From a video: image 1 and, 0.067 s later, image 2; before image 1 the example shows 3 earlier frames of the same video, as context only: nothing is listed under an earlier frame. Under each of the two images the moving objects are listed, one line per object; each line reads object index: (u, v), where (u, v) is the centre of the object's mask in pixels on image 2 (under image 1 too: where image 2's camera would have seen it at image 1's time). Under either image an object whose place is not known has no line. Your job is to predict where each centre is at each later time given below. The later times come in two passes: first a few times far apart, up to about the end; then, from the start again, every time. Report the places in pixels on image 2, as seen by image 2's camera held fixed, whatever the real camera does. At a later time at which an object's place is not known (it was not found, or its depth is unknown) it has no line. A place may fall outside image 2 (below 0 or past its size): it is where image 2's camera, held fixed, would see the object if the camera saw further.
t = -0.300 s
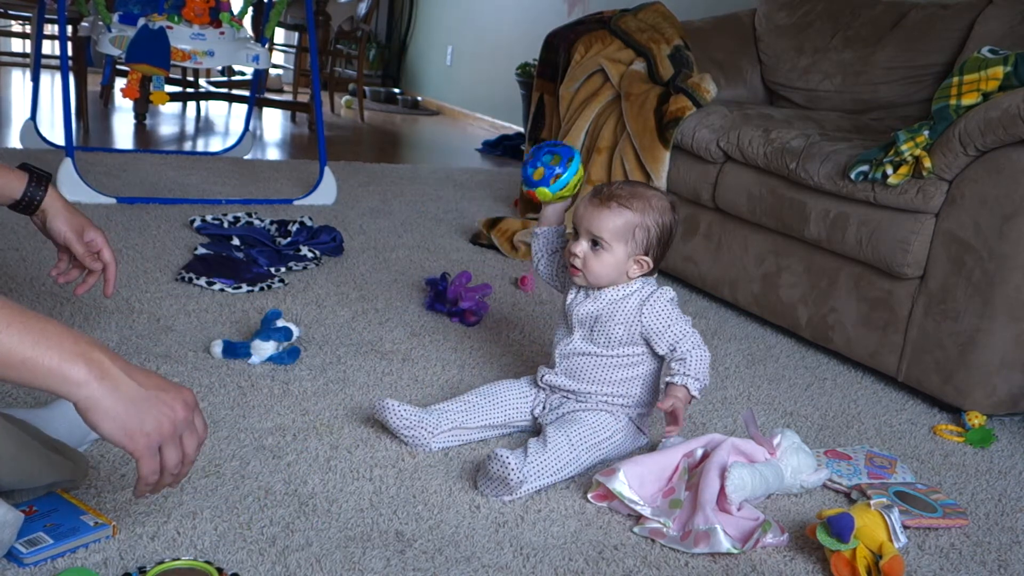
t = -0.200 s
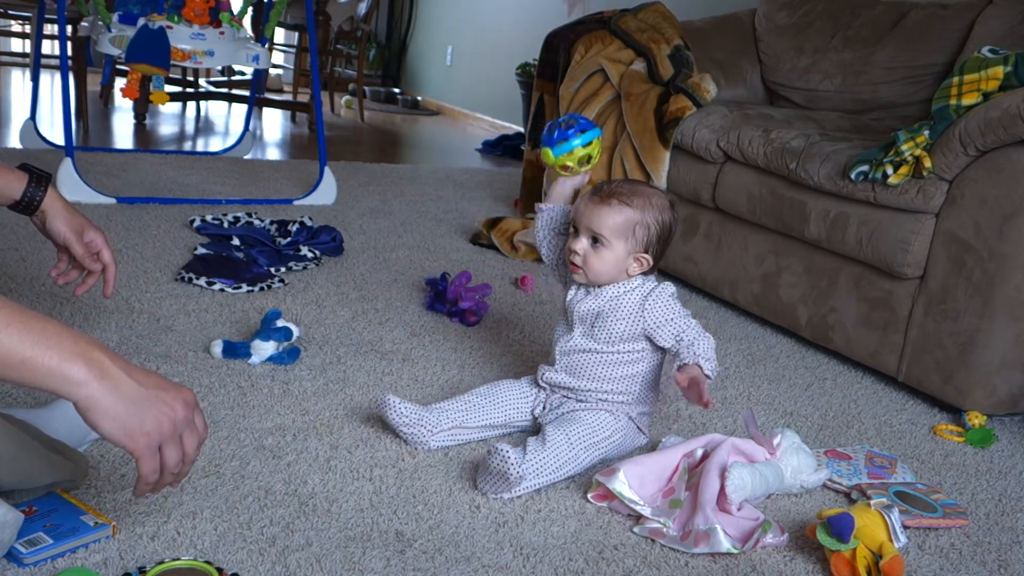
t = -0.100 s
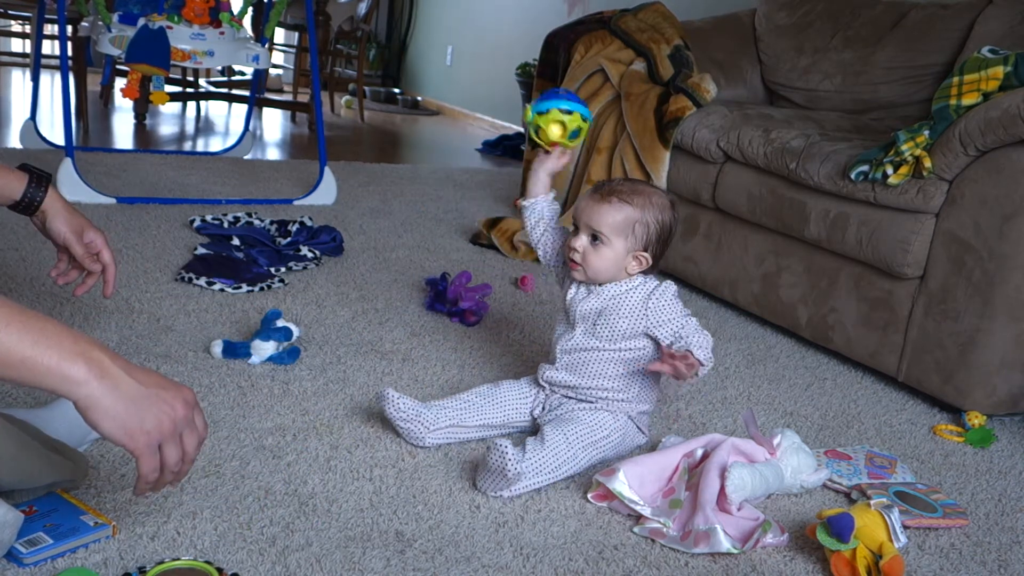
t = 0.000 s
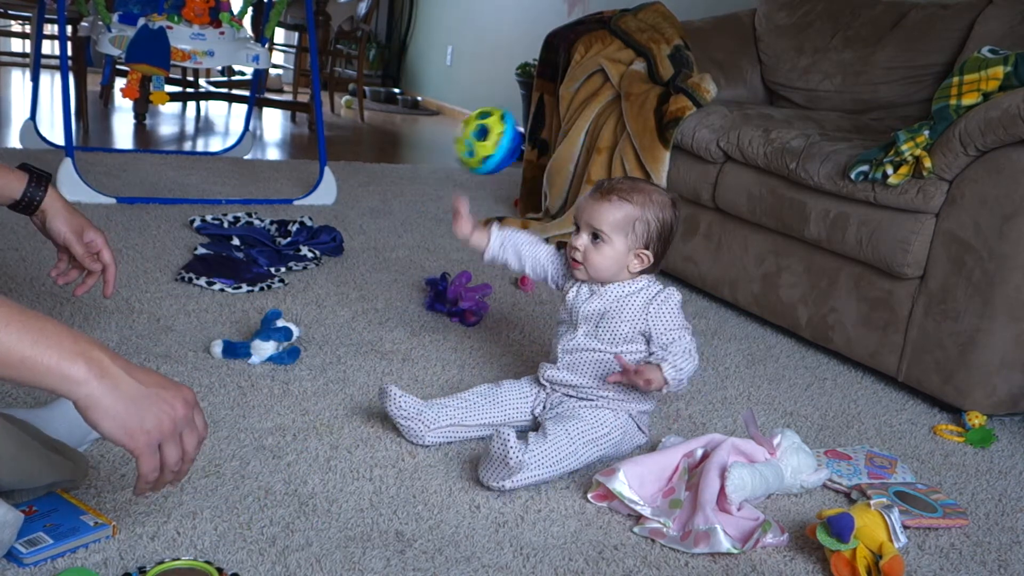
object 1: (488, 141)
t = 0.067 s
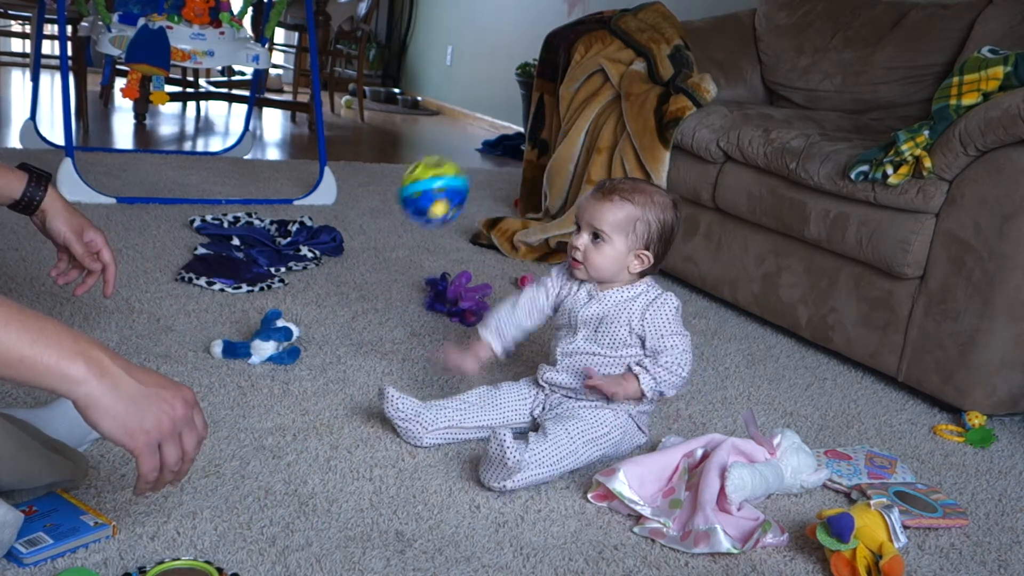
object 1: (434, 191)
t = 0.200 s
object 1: (314, 400)
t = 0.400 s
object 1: (327, 359)
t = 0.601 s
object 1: (330, 407)
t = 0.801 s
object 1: (327, 420)
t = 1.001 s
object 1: (317, 430)
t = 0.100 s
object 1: (406, 230)
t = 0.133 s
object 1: (377, 278)
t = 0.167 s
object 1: (346, 336)
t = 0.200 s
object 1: (314, 400)
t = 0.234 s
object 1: (314, 387)
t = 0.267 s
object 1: (316, 368)
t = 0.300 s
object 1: (319, 354)
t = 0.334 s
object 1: (321, 349)
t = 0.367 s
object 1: (323, 350)
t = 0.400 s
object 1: (327, 359)
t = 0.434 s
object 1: (331, 374)
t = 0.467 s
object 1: (334, 395)
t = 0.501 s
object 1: (333, 398)
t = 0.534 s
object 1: (331, 400)
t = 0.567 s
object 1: (332, 405)
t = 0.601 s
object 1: (330, 407)
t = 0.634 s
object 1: (329, 410)
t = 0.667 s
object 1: (327, 411)
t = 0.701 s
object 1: (326, 413)
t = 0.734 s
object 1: (326, 415)
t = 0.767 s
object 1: (326, 417)
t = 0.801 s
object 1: (327, 420)
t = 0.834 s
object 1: (328, 423)
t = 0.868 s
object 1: (327, 426)
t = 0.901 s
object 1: (326, 427)
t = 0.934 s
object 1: (324, 428)
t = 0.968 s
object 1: (321, 429)
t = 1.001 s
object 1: (317, 430)
